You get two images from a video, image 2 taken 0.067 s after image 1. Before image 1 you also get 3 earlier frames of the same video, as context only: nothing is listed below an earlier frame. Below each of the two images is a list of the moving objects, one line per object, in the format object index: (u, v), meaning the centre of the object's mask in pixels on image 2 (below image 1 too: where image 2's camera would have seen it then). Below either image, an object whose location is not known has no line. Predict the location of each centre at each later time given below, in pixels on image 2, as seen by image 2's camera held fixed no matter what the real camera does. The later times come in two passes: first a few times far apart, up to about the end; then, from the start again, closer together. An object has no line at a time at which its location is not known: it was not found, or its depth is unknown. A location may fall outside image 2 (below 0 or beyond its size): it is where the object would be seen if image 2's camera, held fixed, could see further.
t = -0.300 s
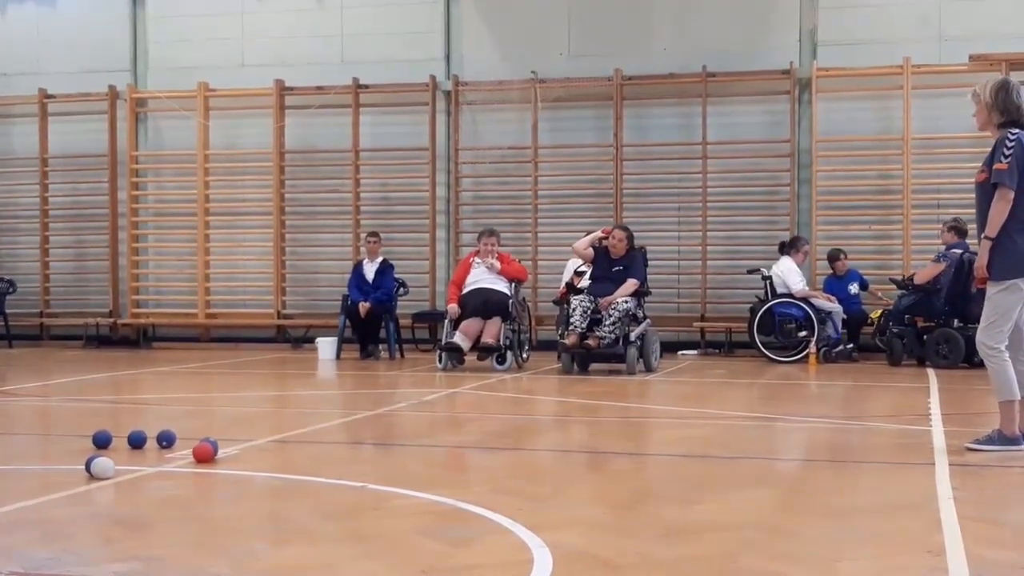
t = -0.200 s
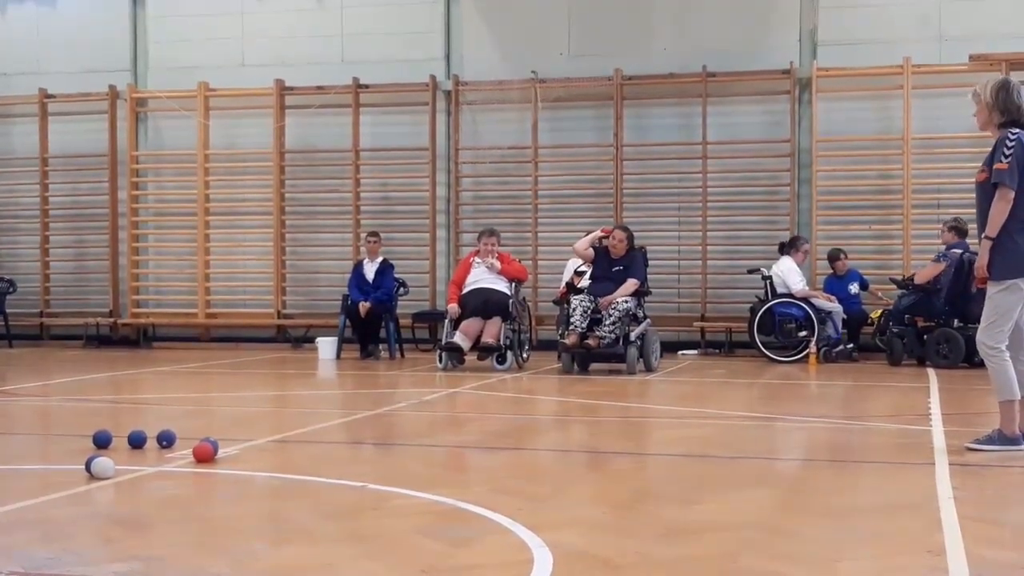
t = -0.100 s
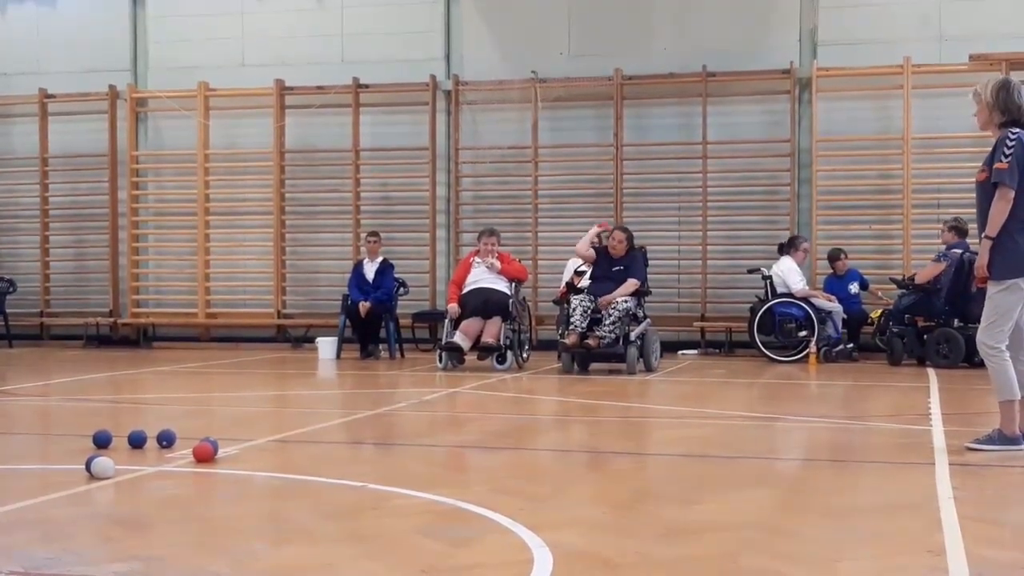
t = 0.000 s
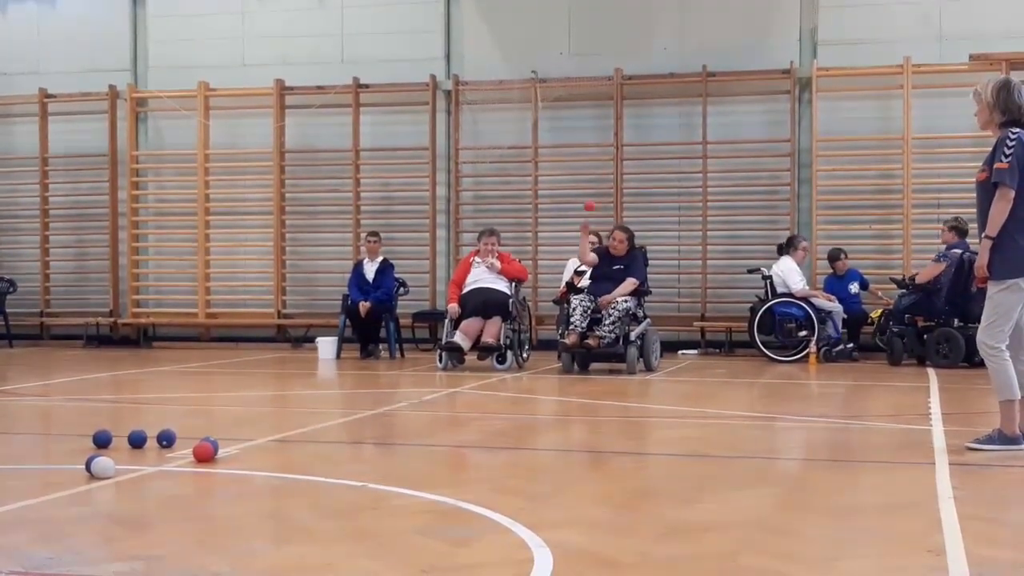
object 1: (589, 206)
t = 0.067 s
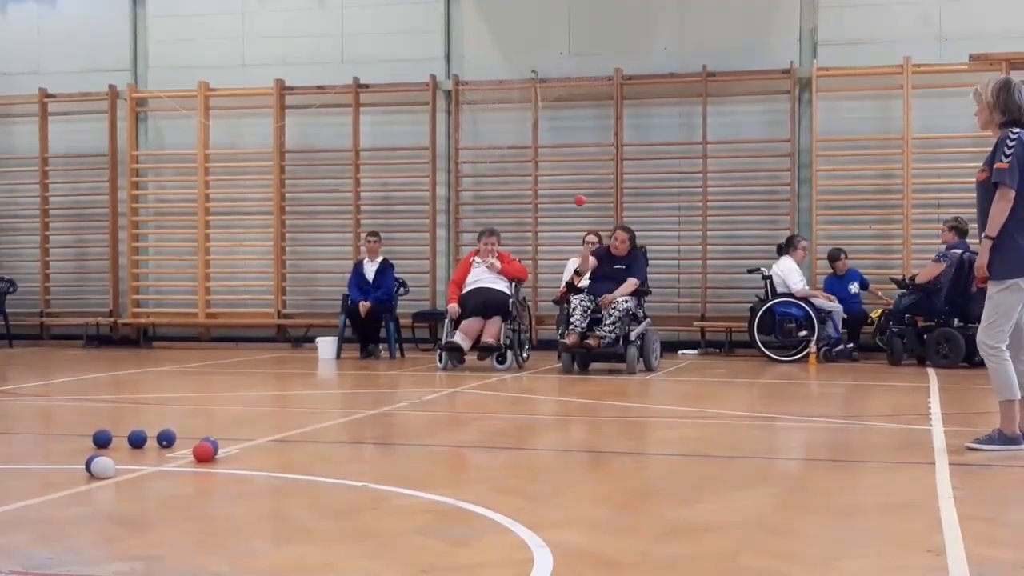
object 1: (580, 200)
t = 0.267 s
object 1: (548, 223)
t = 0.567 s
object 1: (482, 403)
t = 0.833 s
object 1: (429, 393)
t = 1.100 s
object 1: (372, 433)
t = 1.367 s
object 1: (314, 447)
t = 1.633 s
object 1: (251, 464)
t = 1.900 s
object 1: (182, 483)
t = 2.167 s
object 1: (108, 503)
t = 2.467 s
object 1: (19, 526)
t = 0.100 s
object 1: (575, 200)
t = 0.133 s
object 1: (570, 201)
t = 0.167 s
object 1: (563, 205)
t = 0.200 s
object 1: (558, 208)
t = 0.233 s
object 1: (554, 214)
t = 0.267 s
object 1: (548, 223)
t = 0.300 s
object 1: (542, 232)
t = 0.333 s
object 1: (534, 245)
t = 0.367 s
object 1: (530, 258)
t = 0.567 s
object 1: (482, 403)
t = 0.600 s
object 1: (475, 403)
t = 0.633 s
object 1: (469, 396)
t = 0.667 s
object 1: (463, 391)
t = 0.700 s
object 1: (457, 387)
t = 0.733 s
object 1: (450, 386)
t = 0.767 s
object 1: (444, 385)
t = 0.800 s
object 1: (437, 389)
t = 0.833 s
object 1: (429, 393)
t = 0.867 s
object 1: (422, 401)
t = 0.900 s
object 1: (415, 411)
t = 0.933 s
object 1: (407, 424)
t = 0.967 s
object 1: (400, 423)
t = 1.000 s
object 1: (394, 422)
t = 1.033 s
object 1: (386, 423)
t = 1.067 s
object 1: (379, 426)
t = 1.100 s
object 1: (372, 433)
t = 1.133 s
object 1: (365, 434)
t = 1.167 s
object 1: (357, 435)
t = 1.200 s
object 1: (350, 438)
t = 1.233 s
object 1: (343, 440)
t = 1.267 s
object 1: (335, 441)
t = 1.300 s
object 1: (328, 444)
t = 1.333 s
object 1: (322, 445)
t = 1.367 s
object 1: (314, 447)
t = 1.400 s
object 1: (306, 449)
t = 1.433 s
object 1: (298, 452)
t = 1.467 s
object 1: (290, 454)
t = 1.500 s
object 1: (283, 456)
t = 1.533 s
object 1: (275, 458)
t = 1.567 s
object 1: (267, 460)
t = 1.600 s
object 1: (259, 462)
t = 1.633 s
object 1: (251, 464)
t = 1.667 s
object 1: (242, 467)
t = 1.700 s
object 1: (234, 469)
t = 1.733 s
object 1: (226, 471)
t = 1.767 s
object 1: (218, 474)
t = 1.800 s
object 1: (208, 477)
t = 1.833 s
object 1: (200, 479)
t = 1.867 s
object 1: (191, 481)
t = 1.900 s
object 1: (182, 483)
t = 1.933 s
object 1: (173, 486)
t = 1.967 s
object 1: (164, 488)
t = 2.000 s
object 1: (155, 491)
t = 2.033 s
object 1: (145, 493)
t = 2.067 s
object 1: (136, 495)
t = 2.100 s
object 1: (127, 497)
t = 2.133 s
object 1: (117, 501)
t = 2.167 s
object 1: (108, 503)
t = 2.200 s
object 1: (98, 505)
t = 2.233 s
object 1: (88, 508)
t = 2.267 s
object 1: (78, 510)
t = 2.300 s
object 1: (68, 513)
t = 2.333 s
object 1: (58, 516)
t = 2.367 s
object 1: (48, 518)
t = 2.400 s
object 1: (38, 521)
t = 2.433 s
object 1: (28, 523)
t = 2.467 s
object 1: (19, 526)
